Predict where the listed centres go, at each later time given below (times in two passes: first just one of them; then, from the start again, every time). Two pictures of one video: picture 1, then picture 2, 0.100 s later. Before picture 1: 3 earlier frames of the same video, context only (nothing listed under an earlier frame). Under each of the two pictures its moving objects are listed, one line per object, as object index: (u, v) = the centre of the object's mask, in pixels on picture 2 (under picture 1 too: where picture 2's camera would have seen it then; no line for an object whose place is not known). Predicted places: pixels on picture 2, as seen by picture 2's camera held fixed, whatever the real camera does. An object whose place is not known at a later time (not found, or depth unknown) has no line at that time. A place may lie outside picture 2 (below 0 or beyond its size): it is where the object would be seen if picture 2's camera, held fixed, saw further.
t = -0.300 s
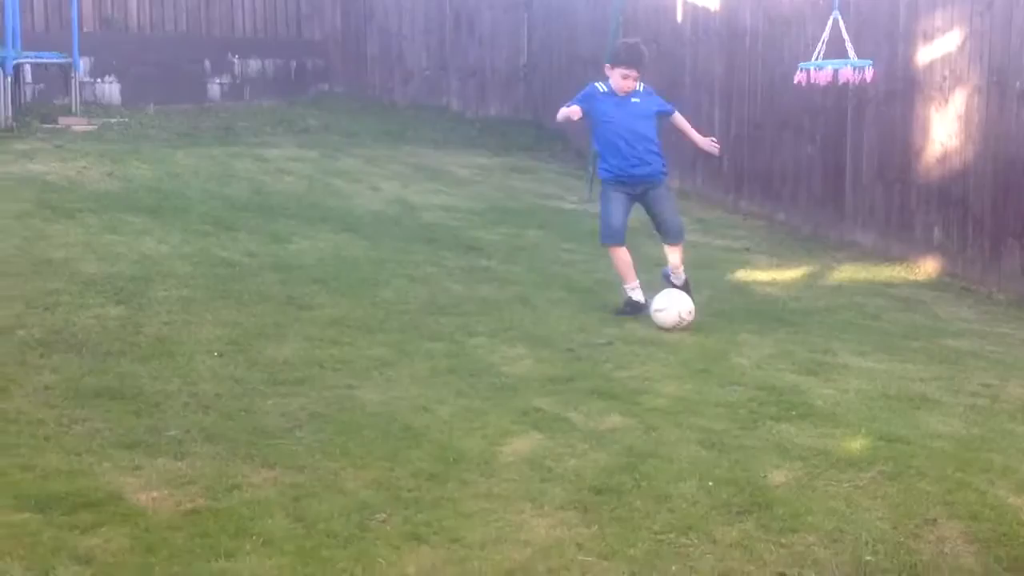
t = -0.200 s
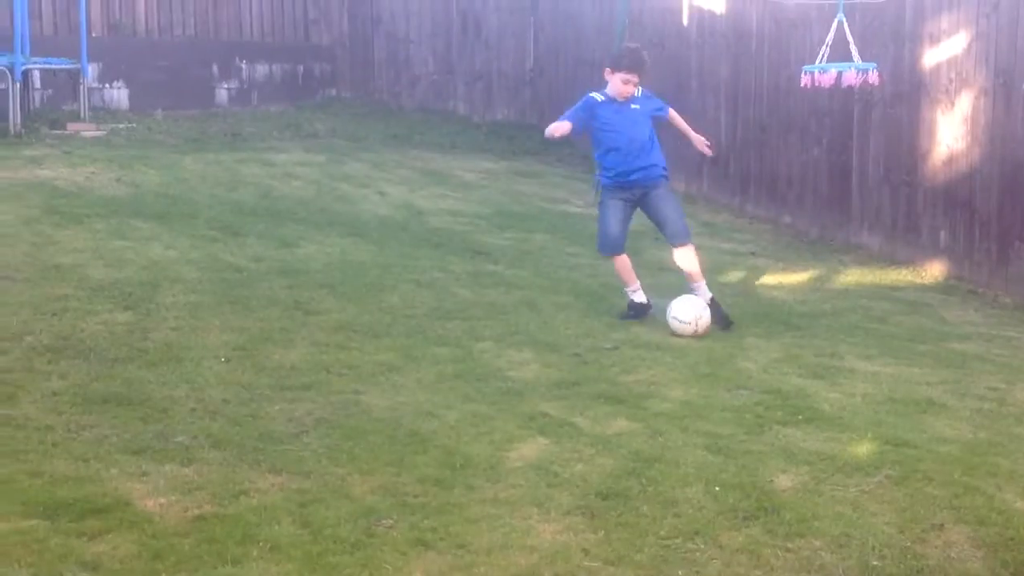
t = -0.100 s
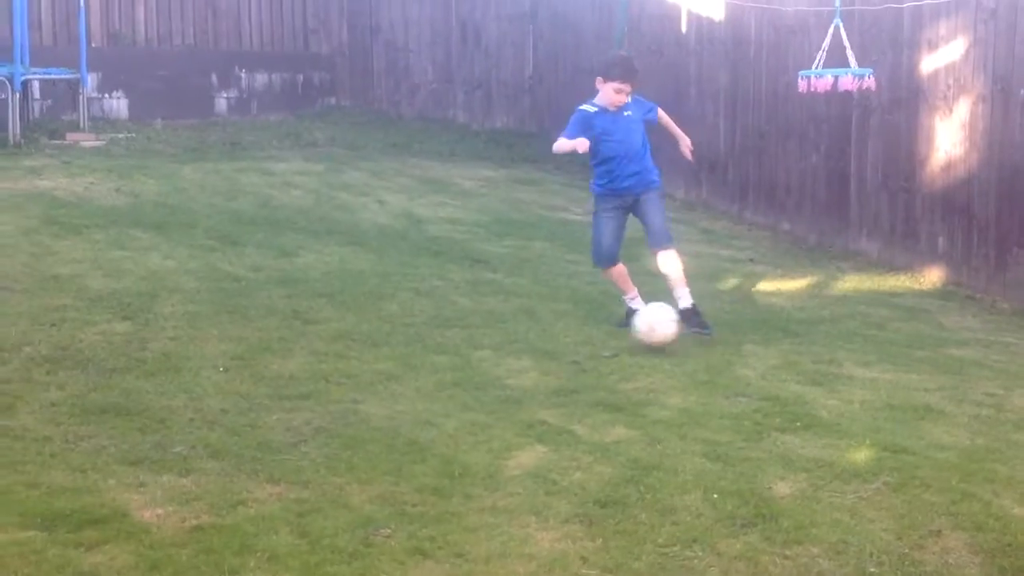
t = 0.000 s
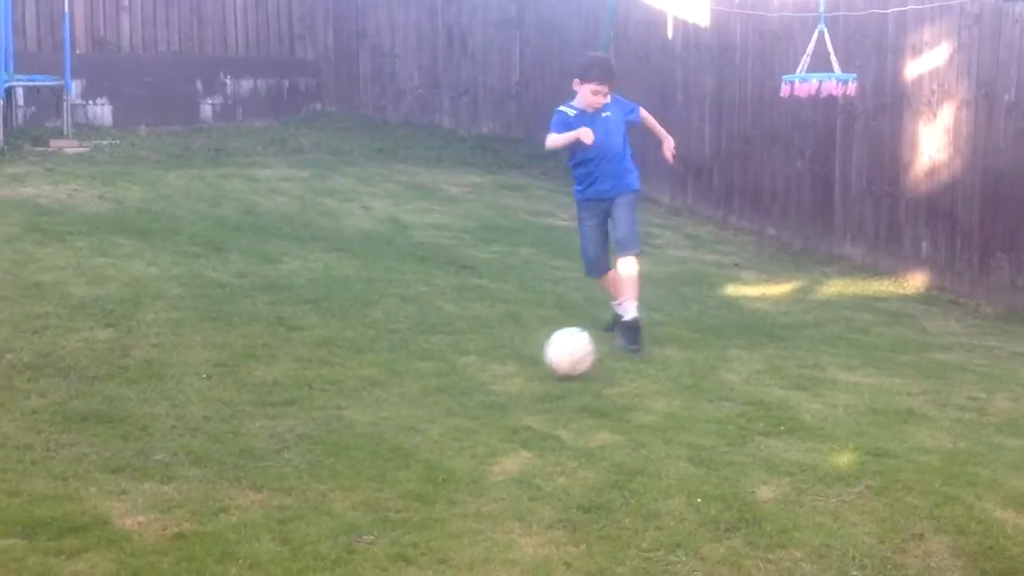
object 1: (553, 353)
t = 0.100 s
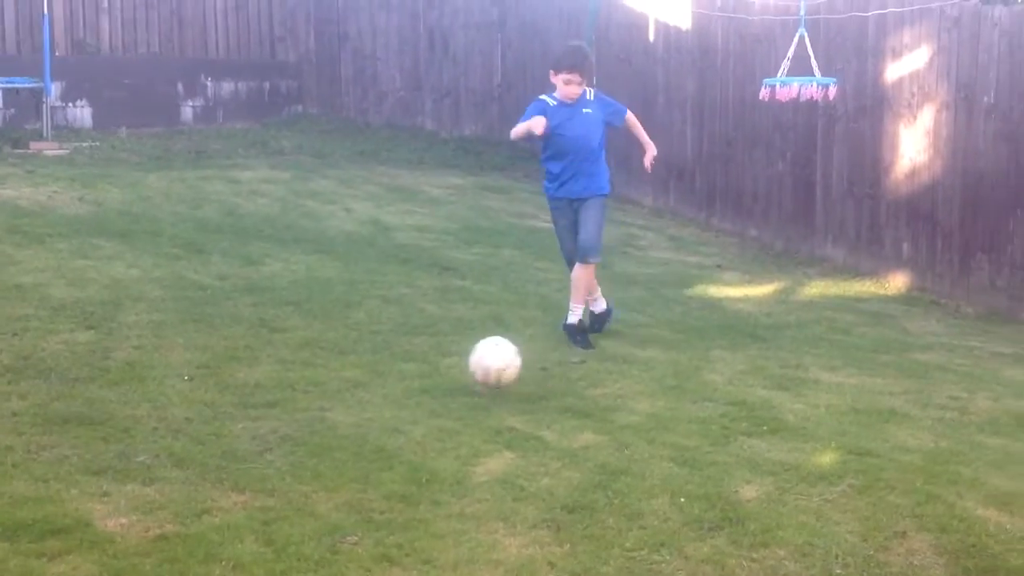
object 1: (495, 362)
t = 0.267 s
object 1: (401, 395)
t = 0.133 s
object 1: (477, 364)
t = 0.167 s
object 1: (458, 371)
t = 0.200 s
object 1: (438, 382)
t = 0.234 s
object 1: (418, 394)
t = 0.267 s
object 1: (401, 395)
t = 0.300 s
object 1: (385, 397)
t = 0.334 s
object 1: (368, 401)
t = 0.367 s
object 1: (350, 408)
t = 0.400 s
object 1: (331, 417)
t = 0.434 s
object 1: (312, 422)
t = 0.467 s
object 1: (294, 424)
